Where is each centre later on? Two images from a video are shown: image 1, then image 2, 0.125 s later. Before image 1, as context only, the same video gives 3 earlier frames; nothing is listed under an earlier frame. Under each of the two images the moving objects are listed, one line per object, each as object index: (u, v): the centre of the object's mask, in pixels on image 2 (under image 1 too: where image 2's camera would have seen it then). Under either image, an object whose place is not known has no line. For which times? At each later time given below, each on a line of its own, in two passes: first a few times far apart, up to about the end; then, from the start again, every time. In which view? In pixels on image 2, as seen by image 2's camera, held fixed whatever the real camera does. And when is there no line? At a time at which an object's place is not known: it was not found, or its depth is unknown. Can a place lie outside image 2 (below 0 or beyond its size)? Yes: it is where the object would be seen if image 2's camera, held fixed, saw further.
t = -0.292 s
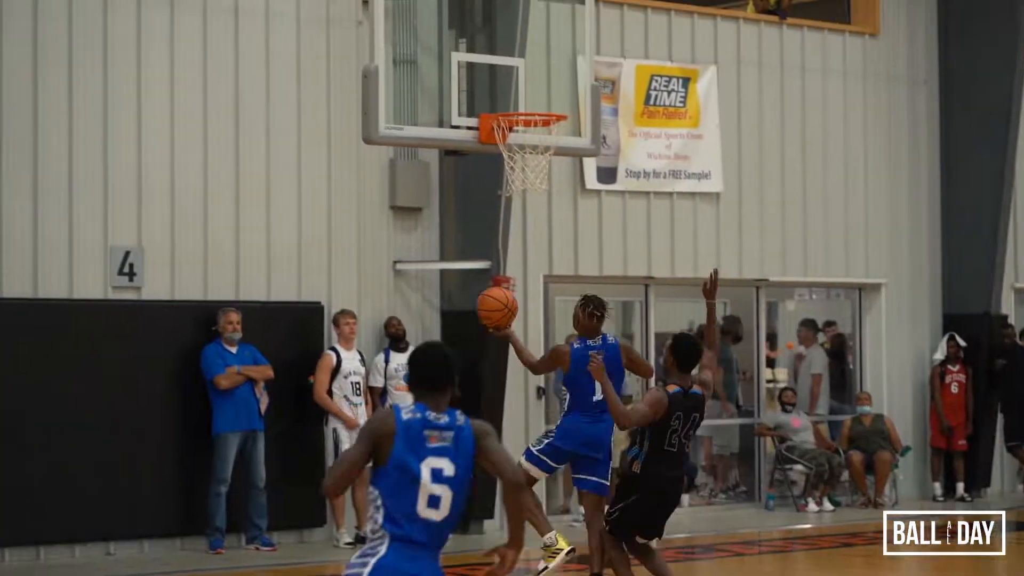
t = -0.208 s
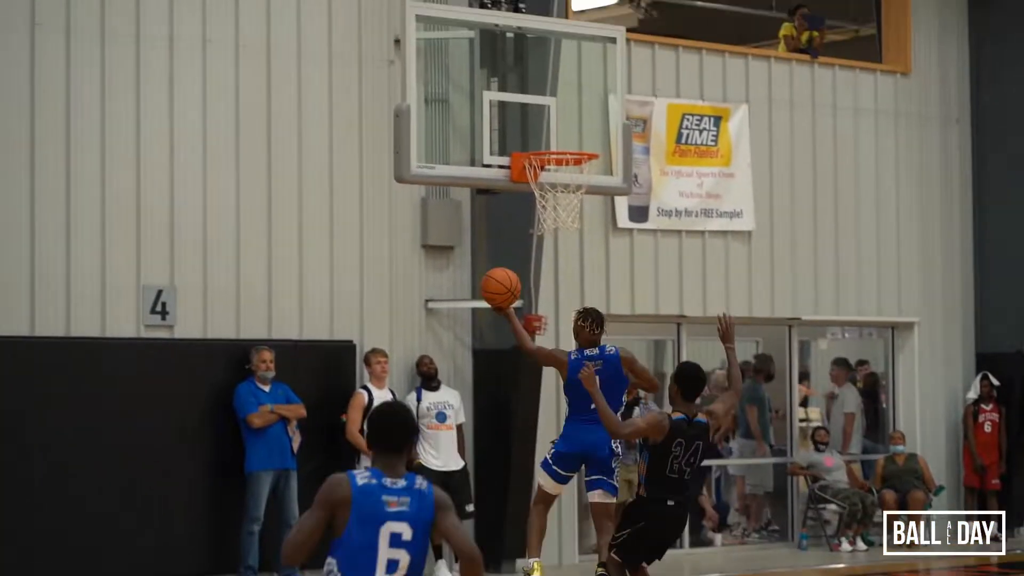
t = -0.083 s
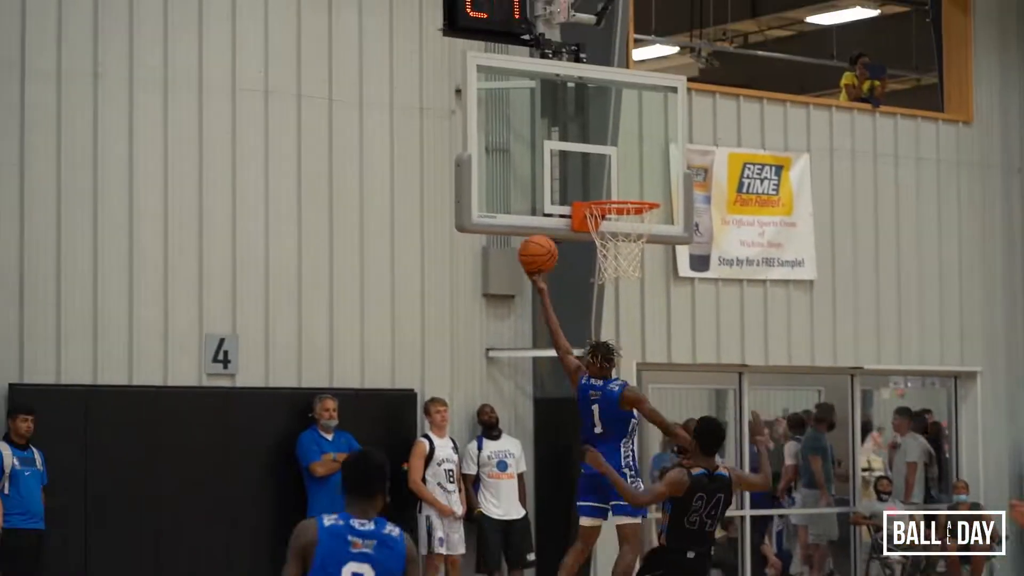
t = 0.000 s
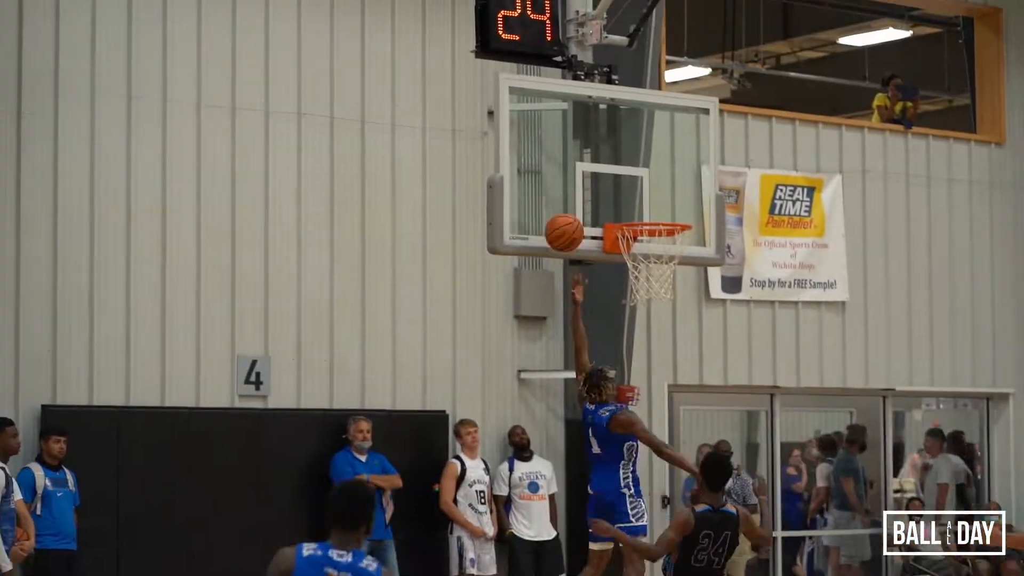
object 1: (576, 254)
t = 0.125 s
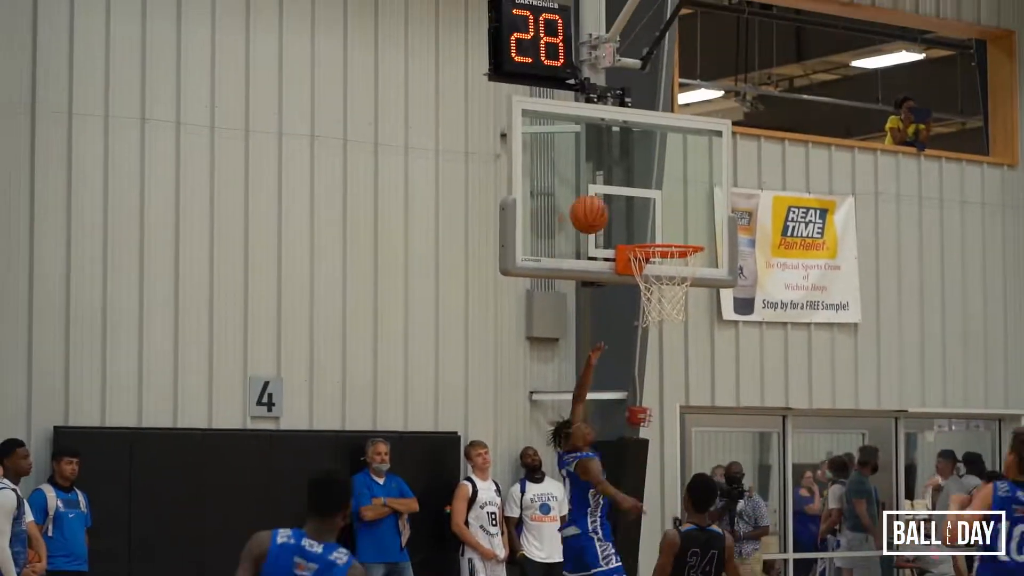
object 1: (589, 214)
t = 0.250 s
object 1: (626, 202)
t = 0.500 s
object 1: (698, 247)
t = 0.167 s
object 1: (601, 208)
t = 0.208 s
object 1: (613, 203)
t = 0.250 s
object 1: (626, 202)
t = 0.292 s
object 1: (638, 203)
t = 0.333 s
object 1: (650, 207)
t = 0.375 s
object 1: (663, 214)
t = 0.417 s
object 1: (672, 221)
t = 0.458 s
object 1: (685, 232)
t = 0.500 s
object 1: (698, 247)
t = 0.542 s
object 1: (711, 264)
